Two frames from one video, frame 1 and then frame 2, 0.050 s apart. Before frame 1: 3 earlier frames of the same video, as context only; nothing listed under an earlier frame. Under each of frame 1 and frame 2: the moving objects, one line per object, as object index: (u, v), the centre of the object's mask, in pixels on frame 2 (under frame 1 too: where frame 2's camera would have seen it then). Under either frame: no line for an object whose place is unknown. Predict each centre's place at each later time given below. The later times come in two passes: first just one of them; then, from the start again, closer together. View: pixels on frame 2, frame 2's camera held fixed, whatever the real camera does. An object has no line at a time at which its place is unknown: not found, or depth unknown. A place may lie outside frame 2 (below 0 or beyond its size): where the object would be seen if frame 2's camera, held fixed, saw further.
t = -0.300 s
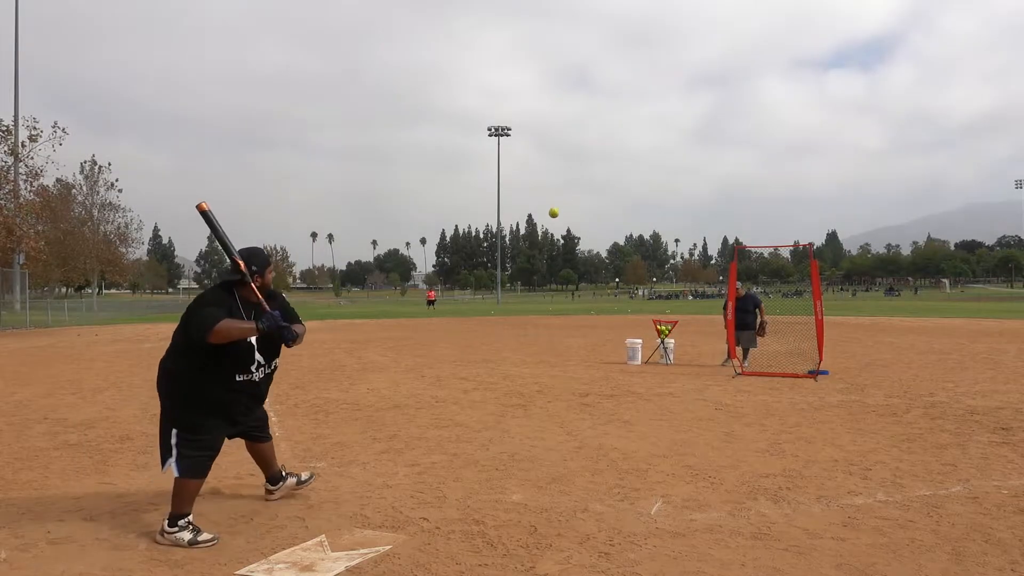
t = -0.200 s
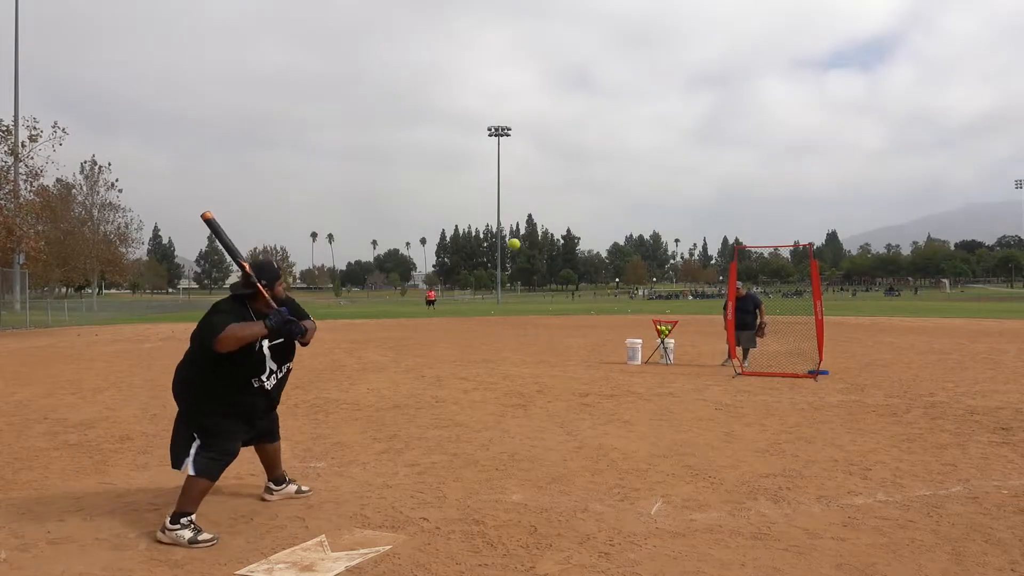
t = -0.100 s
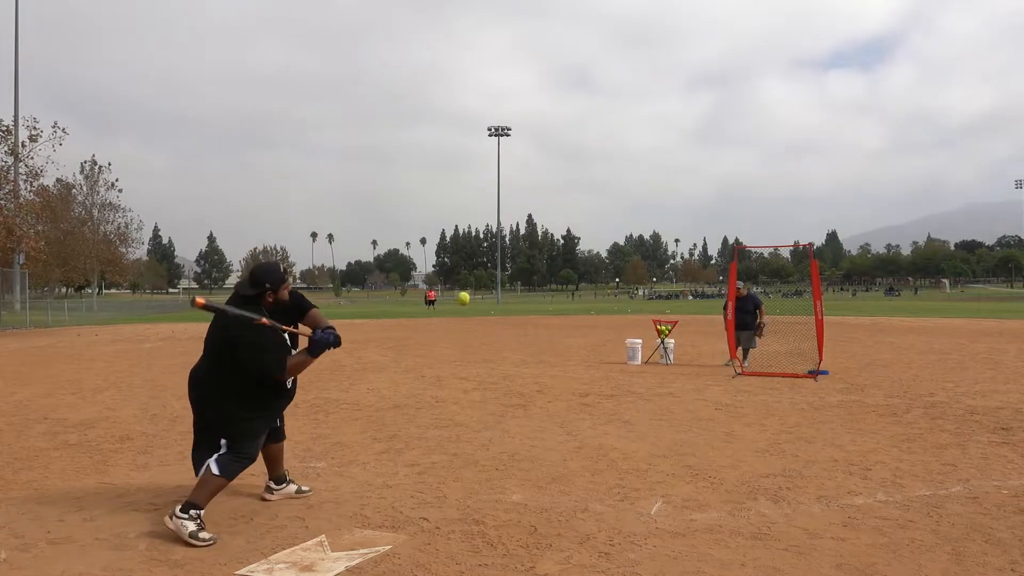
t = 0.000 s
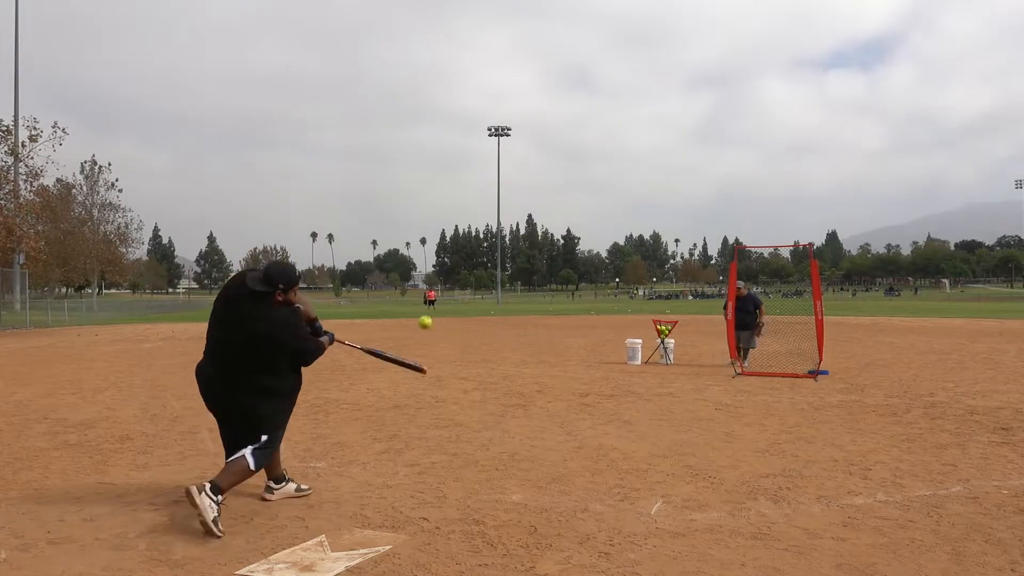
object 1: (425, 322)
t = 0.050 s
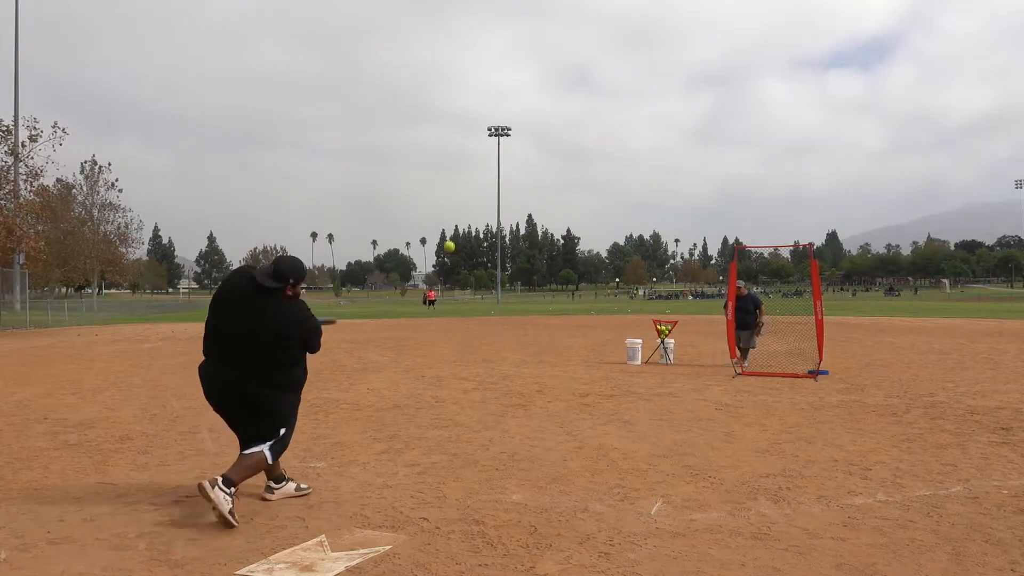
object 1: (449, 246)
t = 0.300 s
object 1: (506, 110)
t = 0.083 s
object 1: (461, 211)
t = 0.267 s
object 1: (501, 117)
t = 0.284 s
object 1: (504, 114)
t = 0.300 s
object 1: (506, 110)
